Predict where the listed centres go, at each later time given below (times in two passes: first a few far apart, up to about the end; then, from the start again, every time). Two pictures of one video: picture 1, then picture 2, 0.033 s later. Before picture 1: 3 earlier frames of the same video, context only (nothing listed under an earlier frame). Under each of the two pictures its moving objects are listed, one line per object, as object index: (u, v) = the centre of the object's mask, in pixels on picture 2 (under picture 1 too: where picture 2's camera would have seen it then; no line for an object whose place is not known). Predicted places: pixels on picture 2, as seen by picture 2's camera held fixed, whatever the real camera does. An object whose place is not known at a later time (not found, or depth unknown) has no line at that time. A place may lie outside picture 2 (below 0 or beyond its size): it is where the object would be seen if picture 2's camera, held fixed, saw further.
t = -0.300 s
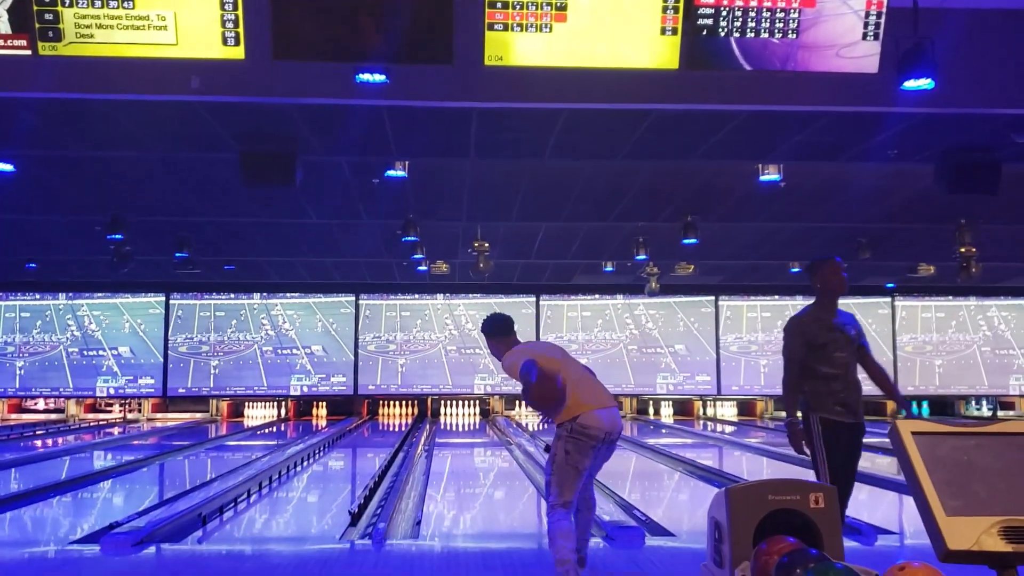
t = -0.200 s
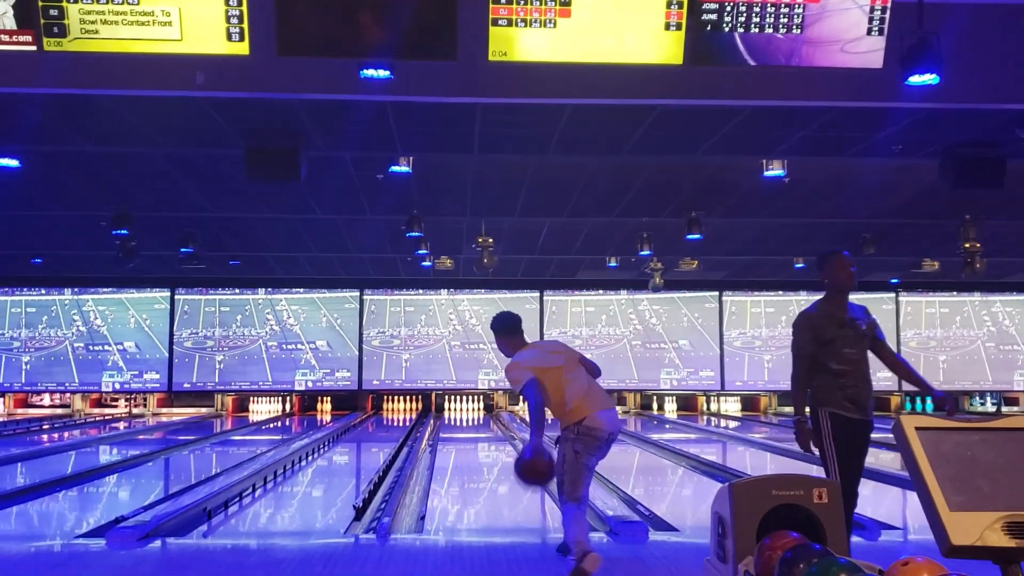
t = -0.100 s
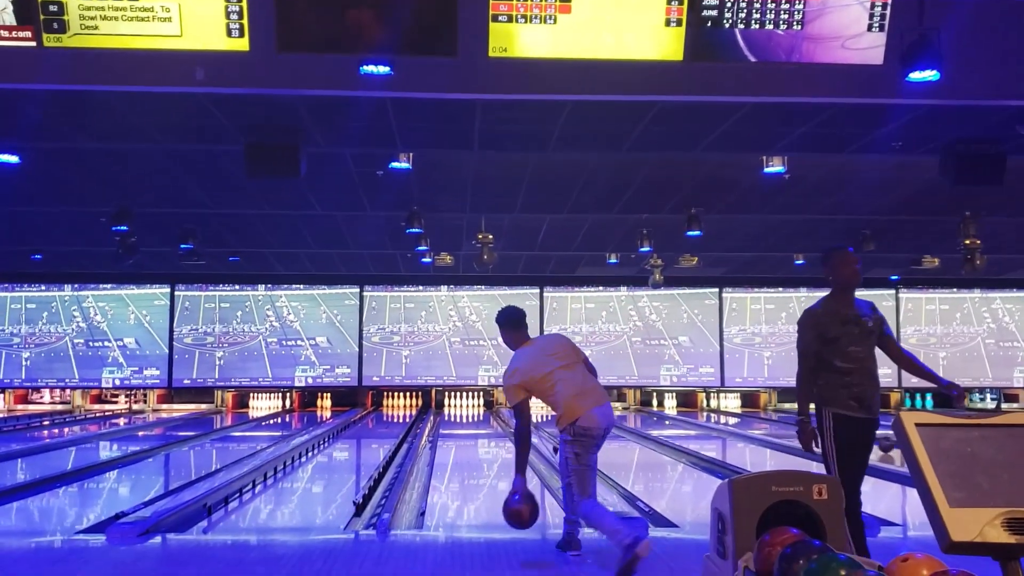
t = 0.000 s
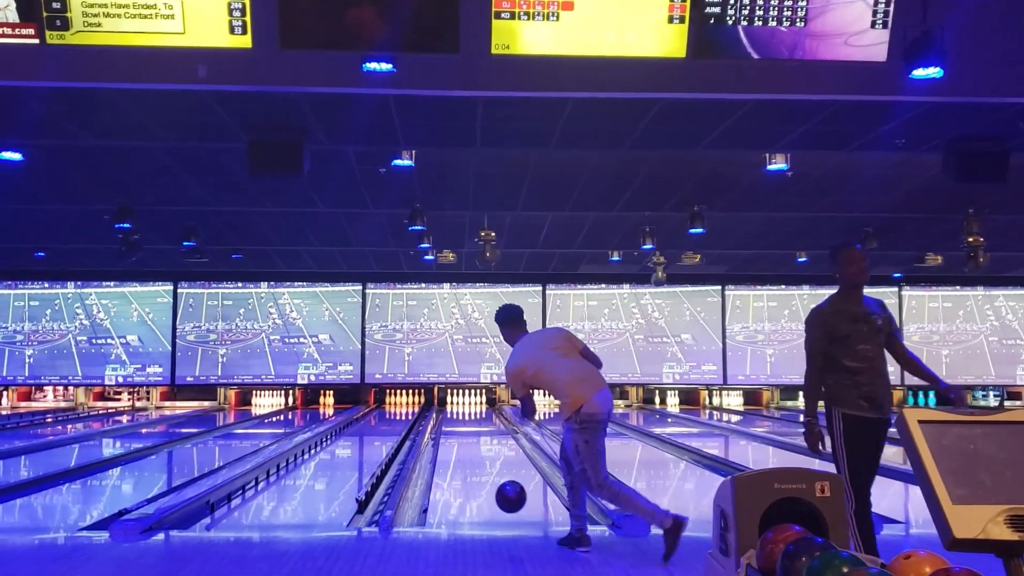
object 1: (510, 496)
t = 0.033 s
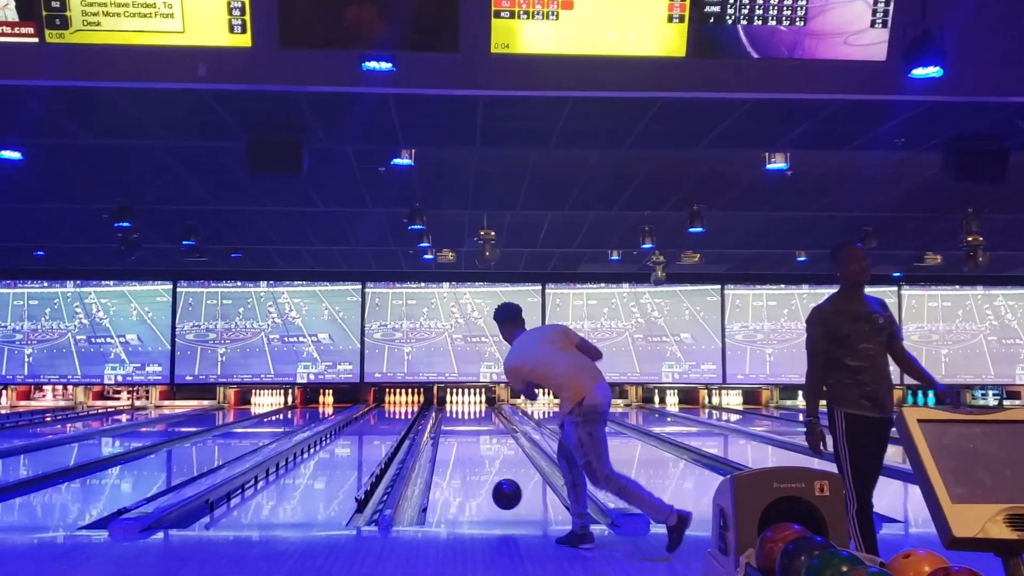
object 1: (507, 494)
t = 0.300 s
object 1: (489, 466)
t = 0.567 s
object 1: (478, 444)
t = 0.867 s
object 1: (471, 429)
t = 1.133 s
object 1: (468, 420)
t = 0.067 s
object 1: (504, 494)
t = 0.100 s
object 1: (501, 493)
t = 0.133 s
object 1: (499, 485)
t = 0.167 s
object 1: (496, 480)
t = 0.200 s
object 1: (494, 476)
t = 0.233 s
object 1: (492, 474)
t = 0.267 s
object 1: (491, 469)
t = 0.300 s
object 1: (489, 466)
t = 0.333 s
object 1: (487, 463)
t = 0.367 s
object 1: (485, 460)
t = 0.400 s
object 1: (484, 457)
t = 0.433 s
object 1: (483, 454)
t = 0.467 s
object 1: (482, 451)
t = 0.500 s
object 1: (481, 449)
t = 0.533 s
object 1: (479, 446)
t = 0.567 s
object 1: (478, 444)
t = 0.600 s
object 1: (477, 442)
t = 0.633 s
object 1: (477, 440)
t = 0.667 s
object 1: (475, 438)
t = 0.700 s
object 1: (474, 436)
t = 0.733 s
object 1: (473, 435)
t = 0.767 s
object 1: (473, 433)
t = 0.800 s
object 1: (472, 432)
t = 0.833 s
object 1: (472, 430)
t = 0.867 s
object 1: (471, 429)
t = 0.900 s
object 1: (471, 428)
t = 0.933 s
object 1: (470, 426)
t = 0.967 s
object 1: (469, 425)
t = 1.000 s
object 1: (469, 424)
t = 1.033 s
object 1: (468, 423)
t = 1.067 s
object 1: (469, 421)
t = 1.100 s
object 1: (468, 420)
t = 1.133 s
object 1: (468, 420)
